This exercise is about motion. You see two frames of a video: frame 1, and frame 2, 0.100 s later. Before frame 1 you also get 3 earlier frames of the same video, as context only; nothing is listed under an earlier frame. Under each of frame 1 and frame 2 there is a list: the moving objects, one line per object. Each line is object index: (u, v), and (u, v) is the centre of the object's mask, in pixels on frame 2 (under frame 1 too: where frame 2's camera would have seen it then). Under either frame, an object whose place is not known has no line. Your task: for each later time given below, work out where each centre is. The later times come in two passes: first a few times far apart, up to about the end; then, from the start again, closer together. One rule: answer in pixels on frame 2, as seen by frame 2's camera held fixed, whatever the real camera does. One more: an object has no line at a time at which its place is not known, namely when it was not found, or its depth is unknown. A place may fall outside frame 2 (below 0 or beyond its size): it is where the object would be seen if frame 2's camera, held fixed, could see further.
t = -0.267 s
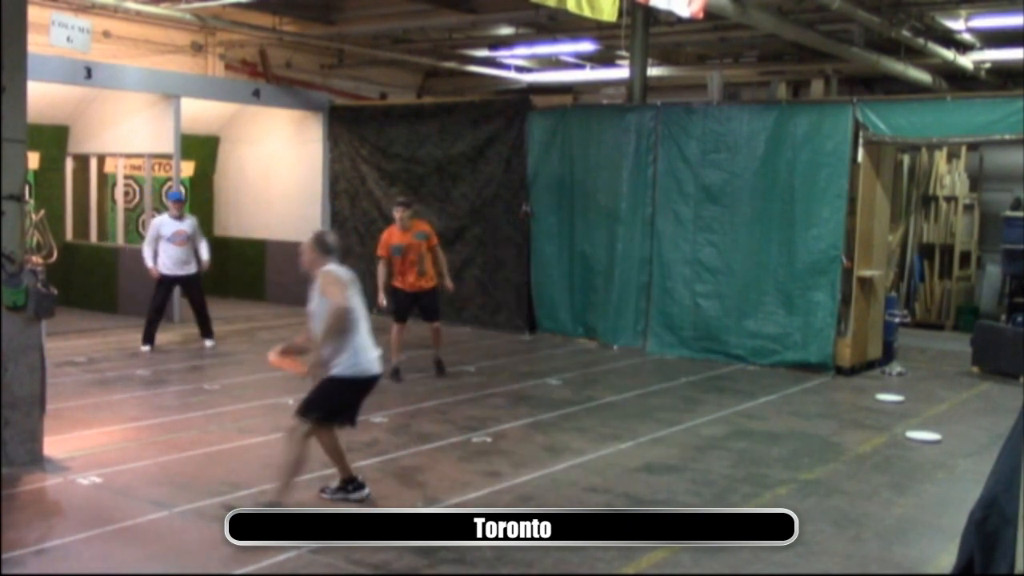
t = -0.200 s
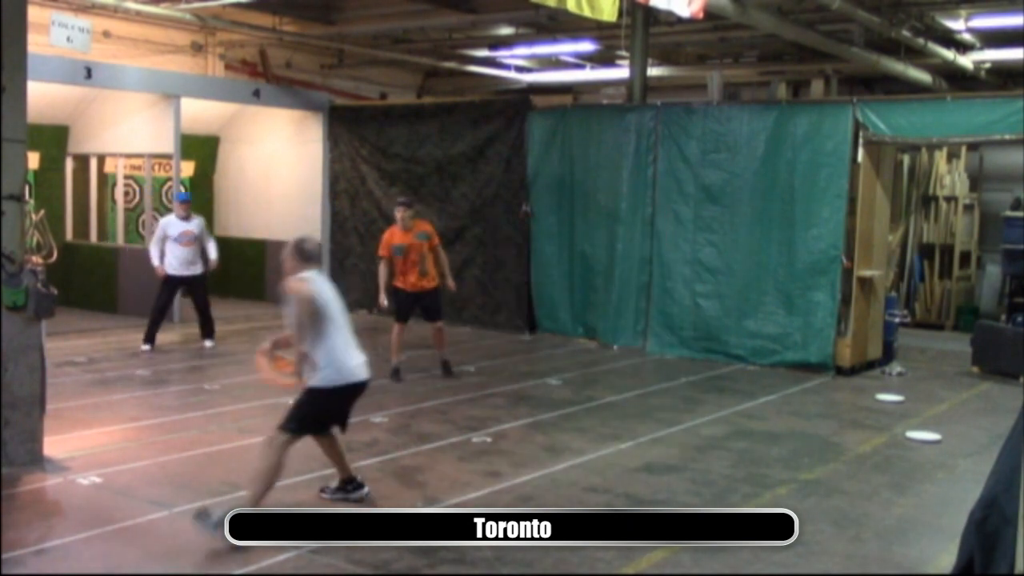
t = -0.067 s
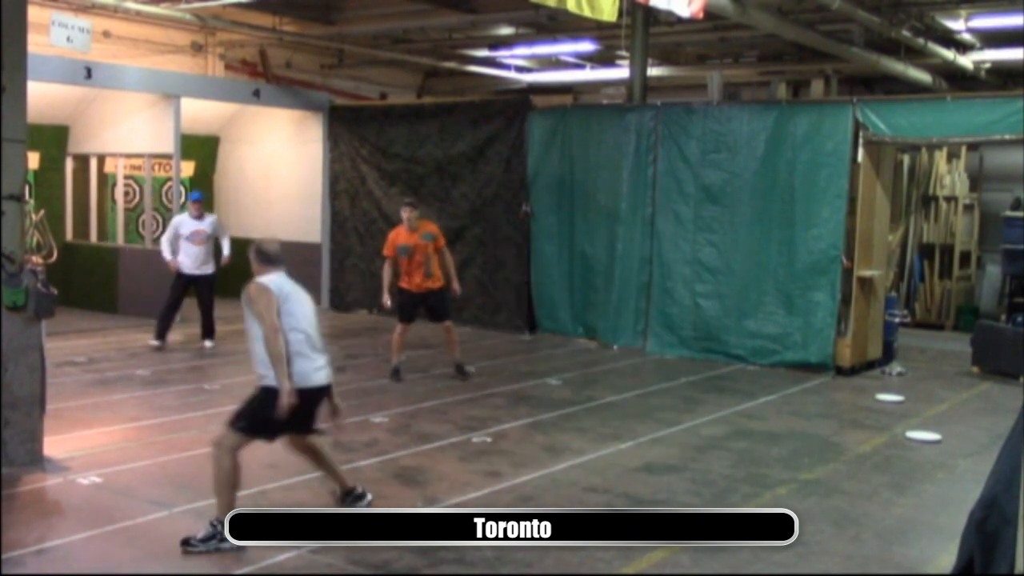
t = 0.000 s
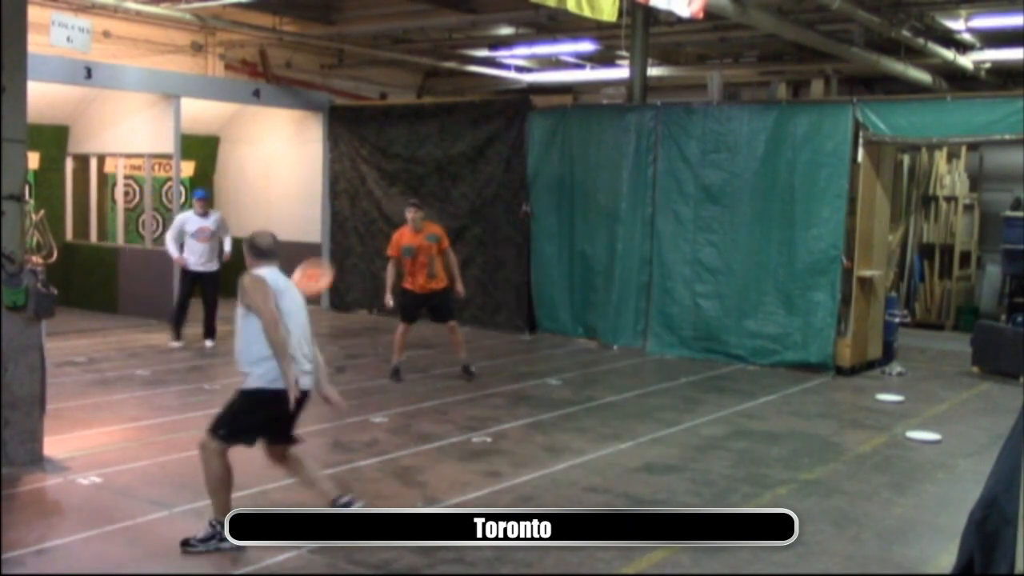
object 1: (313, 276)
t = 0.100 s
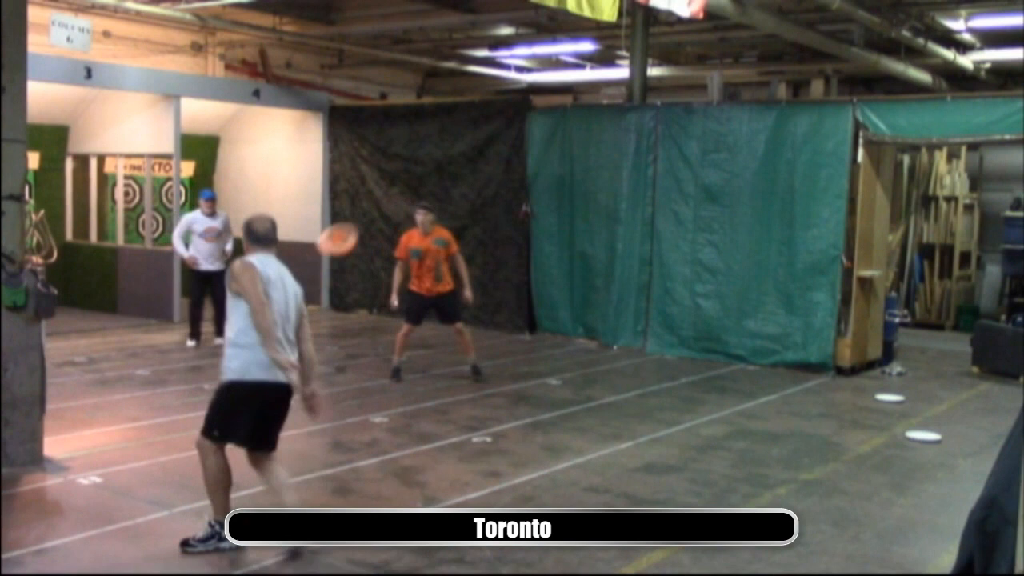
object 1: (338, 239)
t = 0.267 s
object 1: (370, 196)
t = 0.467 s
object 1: (398, 172)
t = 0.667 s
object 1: (415, 172)
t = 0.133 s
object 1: (345, 229)
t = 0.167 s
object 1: (352, 220)
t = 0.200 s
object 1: (359, 211)
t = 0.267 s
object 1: (370, 196)
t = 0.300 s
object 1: (376, 191)
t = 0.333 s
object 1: (381, 185)
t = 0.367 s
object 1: (386, 180)
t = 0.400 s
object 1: (390, 177)
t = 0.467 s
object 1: (398, 172)
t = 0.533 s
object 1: (402, 171)
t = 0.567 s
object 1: (405, 170)
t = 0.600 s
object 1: (408, 170)
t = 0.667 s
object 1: (415, 172)
